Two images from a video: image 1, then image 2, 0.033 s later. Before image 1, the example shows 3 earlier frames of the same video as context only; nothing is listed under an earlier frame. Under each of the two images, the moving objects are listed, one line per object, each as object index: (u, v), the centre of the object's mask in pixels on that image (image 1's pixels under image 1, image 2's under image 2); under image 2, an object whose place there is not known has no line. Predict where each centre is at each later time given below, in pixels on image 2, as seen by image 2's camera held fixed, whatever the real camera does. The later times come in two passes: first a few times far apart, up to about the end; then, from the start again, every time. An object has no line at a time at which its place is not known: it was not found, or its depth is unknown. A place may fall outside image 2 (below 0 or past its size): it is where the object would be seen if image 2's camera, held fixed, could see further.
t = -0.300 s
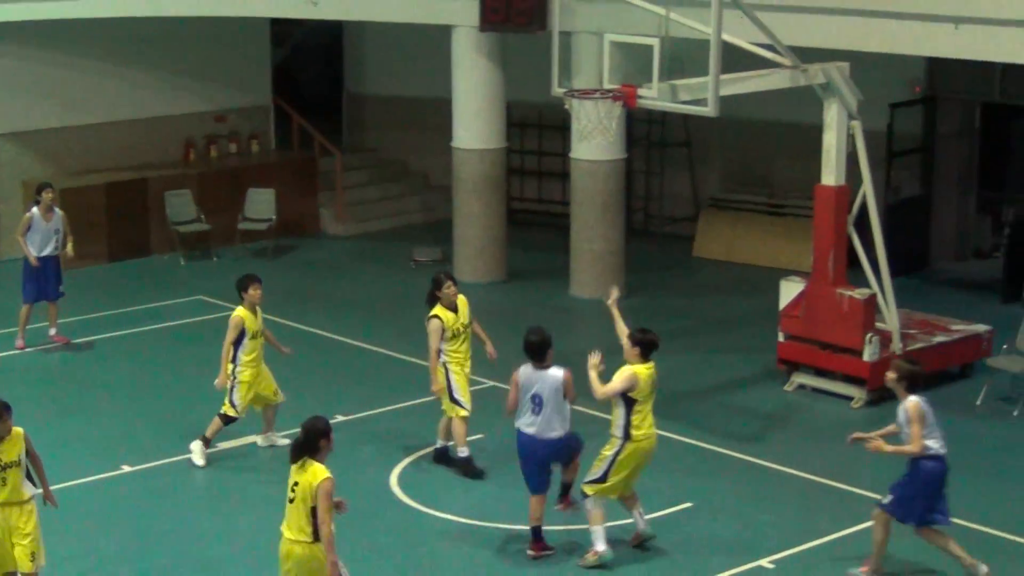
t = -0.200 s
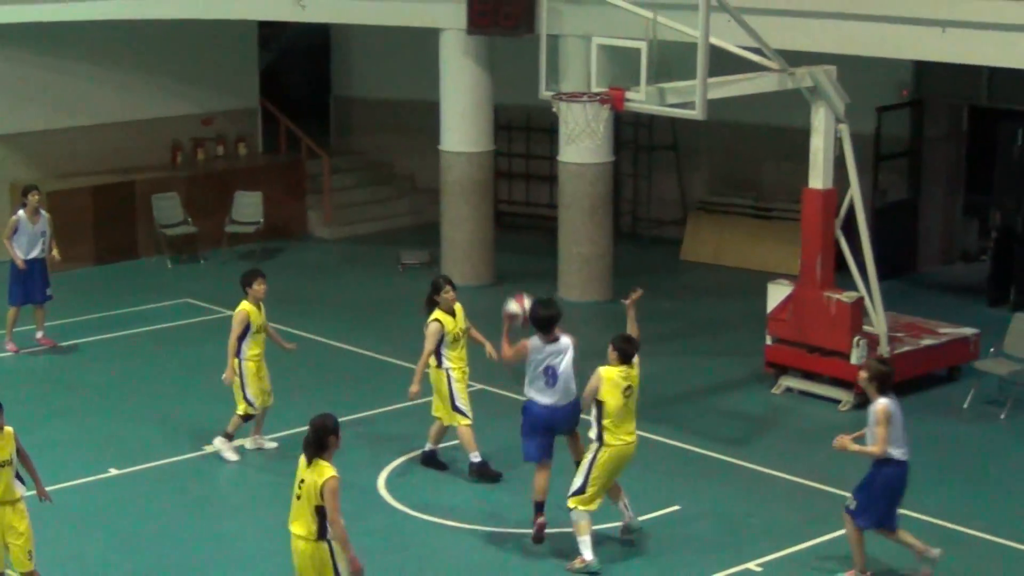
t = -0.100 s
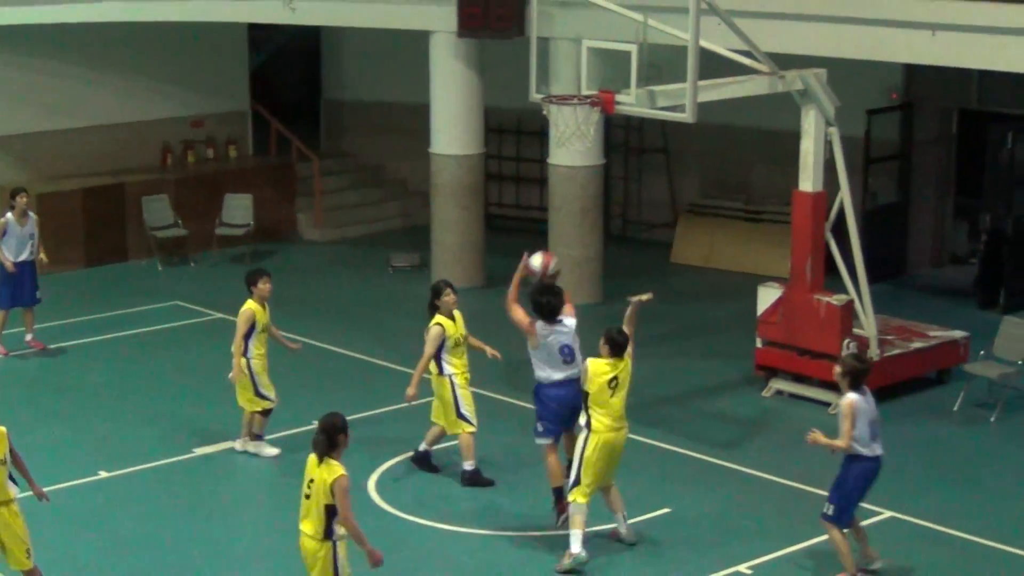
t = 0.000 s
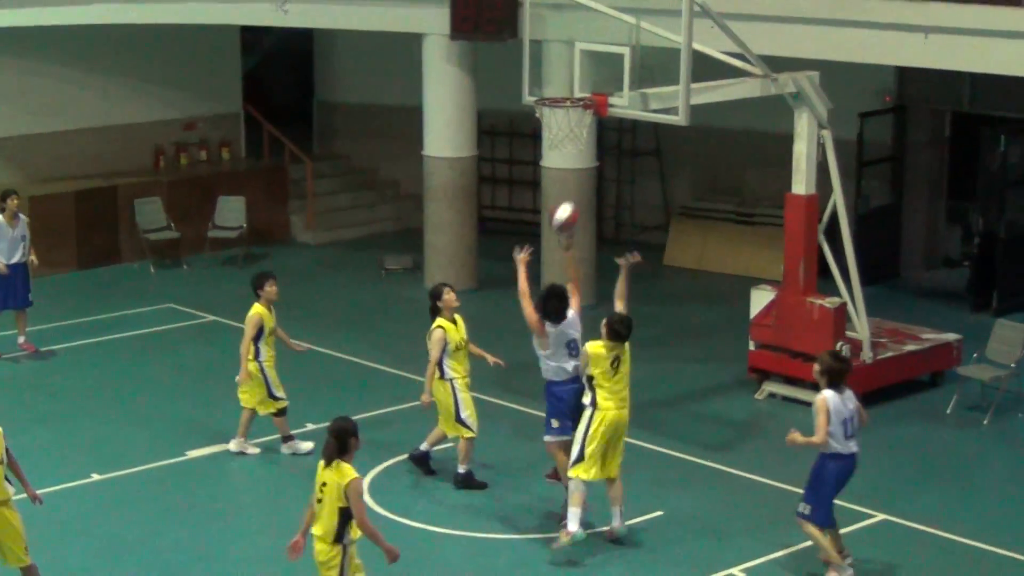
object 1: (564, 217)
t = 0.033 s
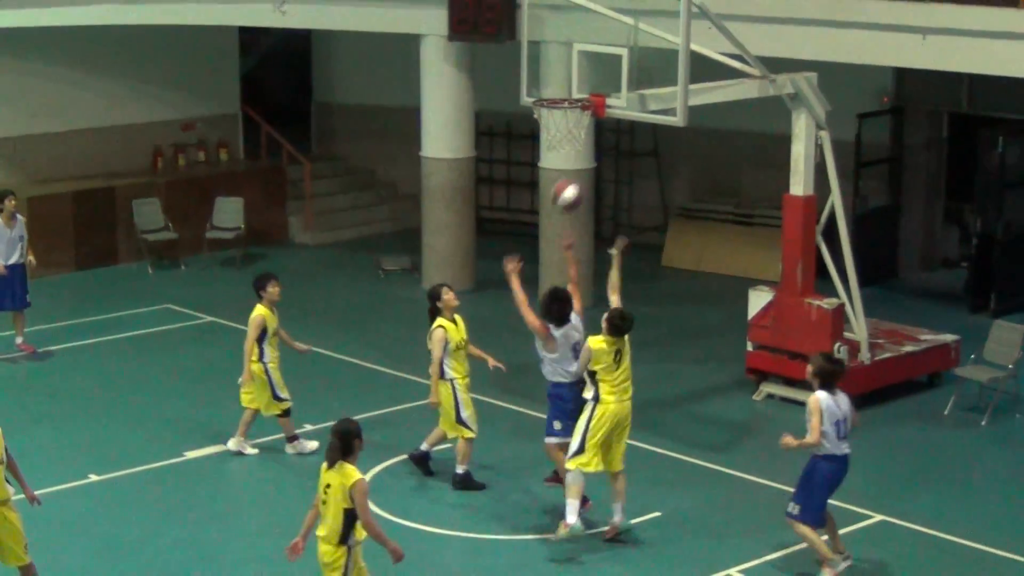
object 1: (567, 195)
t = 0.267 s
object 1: (599, 84)
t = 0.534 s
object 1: (597, 55)
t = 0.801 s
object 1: (517, 131)
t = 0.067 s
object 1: (571, 176)
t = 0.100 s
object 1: (576, 153)
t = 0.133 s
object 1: (581, 137)
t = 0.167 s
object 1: (585, 121)
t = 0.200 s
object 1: (591, 107)
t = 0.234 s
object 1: (595, 96)
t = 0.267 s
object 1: (599, 84)
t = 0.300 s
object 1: (604, 74)
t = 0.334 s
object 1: (607, 66)
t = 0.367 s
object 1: (612, 60)
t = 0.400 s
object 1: (616, 55)
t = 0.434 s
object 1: (620, 51)
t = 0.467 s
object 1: (617, 51)
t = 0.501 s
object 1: (607, 52)
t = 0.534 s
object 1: (597, 55)
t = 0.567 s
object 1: (586, 59)
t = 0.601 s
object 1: (577, 65)
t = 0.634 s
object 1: (567, 73)
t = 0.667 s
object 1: (556, 81)
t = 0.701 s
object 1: (547, 92)
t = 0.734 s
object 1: (538, 104)
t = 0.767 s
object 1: (526, 117)
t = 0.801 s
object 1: (517, 131)
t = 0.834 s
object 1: (508, 145)
